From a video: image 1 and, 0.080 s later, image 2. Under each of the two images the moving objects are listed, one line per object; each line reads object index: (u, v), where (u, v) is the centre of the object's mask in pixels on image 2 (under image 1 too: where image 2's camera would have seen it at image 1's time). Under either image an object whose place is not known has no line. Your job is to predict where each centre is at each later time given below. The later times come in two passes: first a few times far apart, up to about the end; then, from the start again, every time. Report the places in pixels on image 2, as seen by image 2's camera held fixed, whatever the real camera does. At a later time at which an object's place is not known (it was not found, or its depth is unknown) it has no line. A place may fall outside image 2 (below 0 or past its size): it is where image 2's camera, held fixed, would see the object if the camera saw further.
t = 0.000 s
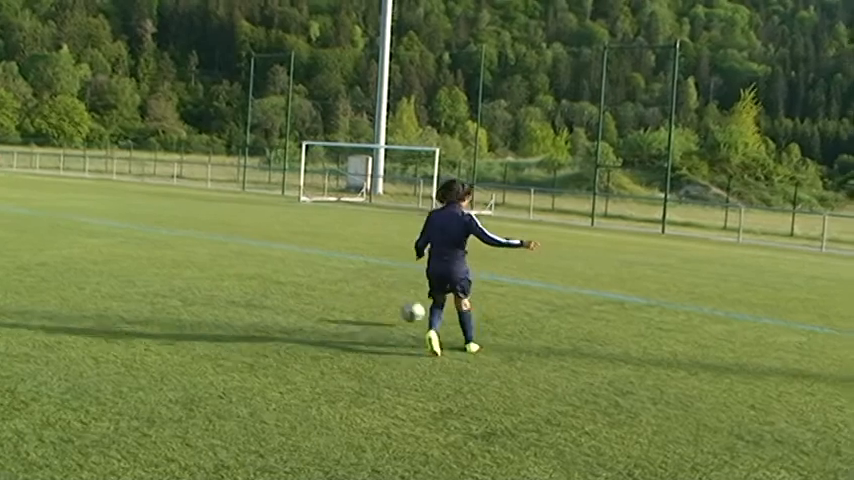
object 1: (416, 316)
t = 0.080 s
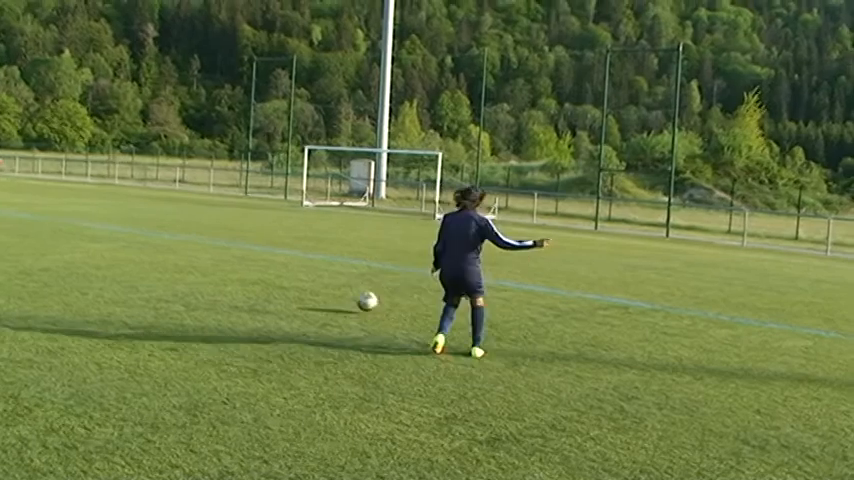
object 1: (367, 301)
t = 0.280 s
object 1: (284, 270)
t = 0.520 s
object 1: (224, 248)
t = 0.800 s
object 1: (179, 235)
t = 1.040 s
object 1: (157, 224)
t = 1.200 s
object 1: (146, 224)
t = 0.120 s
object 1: (346, 296)
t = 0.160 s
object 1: (328, 288)
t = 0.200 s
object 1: (312, 281)
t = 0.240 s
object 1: (298, 275)
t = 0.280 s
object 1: (284, 270)
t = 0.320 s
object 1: (271, 267)
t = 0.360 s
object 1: (259, 266)
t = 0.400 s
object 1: (250, 260)
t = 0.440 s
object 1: (241, 255)
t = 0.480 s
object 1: (232, 251)
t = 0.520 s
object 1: (224, 248)
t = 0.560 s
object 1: (216, 246)
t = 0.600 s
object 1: (209, 246)
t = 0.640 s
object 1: (201, 245)
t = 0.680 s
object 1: (195, 242)
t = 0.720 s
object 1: (189, 239)
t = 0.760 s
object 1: (184, 237)
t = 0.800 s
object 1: (179, 235)
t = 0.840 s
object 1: (174, 235)
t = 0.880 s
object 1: (170, 235)
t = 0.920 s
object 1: (166, 231)
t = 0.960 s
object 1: (163, 228)
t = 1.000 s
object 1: (160, 225)
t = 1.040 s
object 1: (157, 224)
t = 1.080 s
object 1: (154, 224)
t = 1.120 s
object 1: (151, 225)
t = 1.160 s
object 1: (148, 226)
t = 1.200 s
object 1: (146, 224)
